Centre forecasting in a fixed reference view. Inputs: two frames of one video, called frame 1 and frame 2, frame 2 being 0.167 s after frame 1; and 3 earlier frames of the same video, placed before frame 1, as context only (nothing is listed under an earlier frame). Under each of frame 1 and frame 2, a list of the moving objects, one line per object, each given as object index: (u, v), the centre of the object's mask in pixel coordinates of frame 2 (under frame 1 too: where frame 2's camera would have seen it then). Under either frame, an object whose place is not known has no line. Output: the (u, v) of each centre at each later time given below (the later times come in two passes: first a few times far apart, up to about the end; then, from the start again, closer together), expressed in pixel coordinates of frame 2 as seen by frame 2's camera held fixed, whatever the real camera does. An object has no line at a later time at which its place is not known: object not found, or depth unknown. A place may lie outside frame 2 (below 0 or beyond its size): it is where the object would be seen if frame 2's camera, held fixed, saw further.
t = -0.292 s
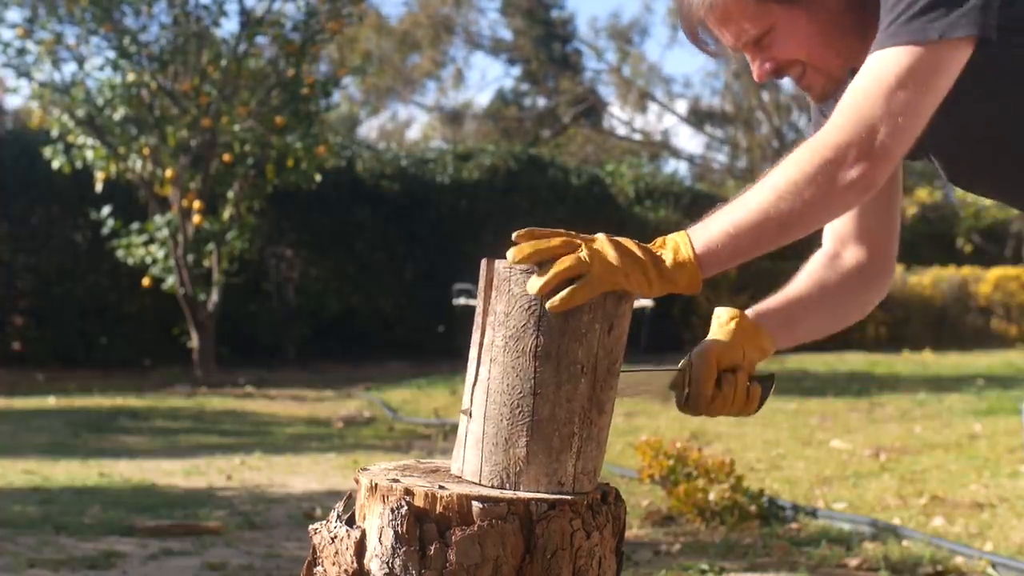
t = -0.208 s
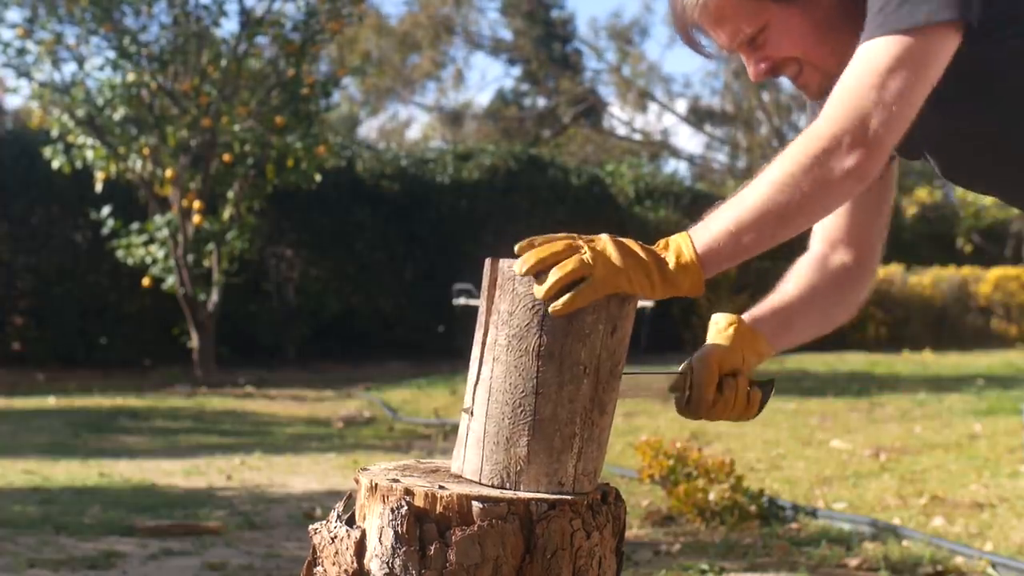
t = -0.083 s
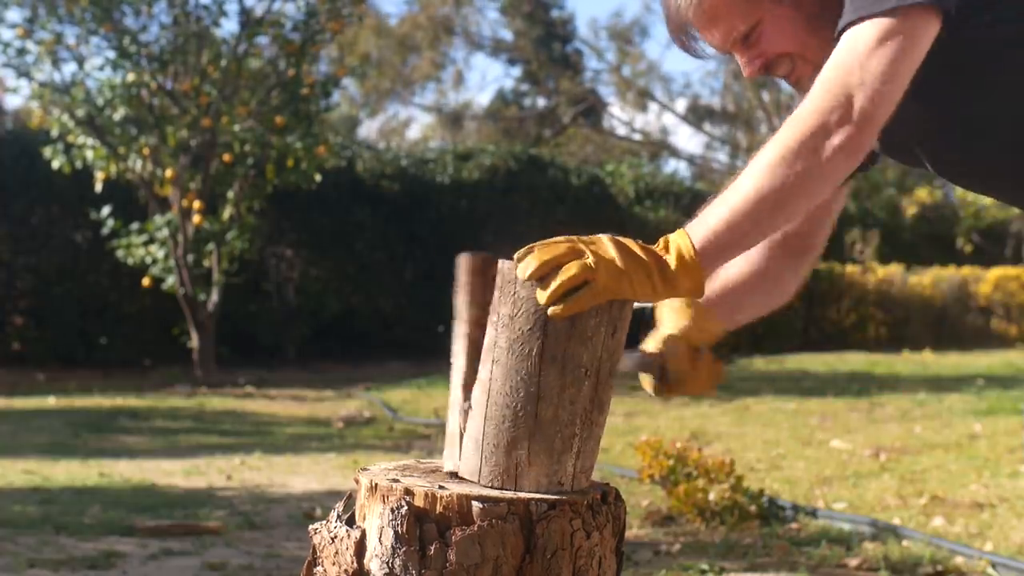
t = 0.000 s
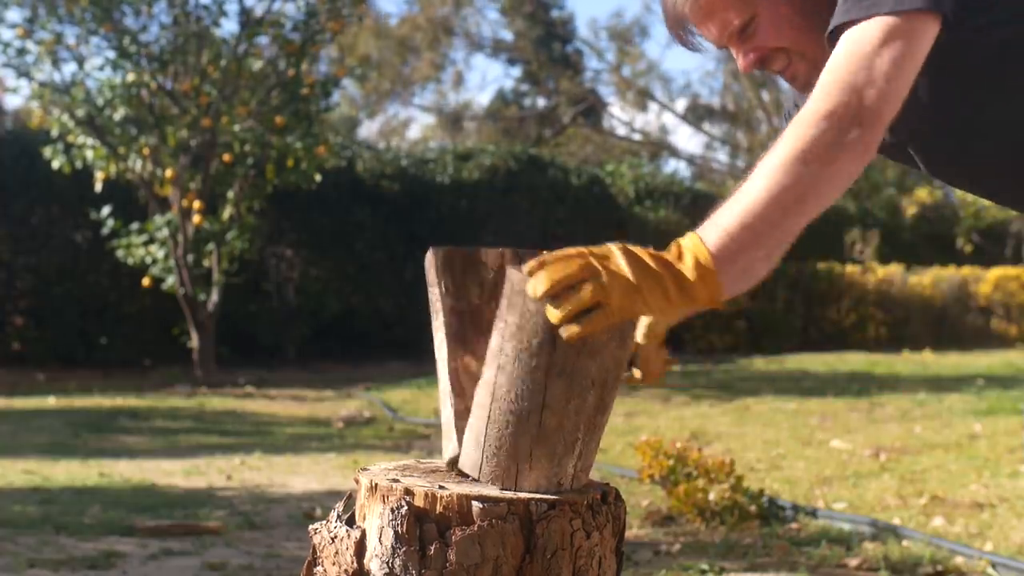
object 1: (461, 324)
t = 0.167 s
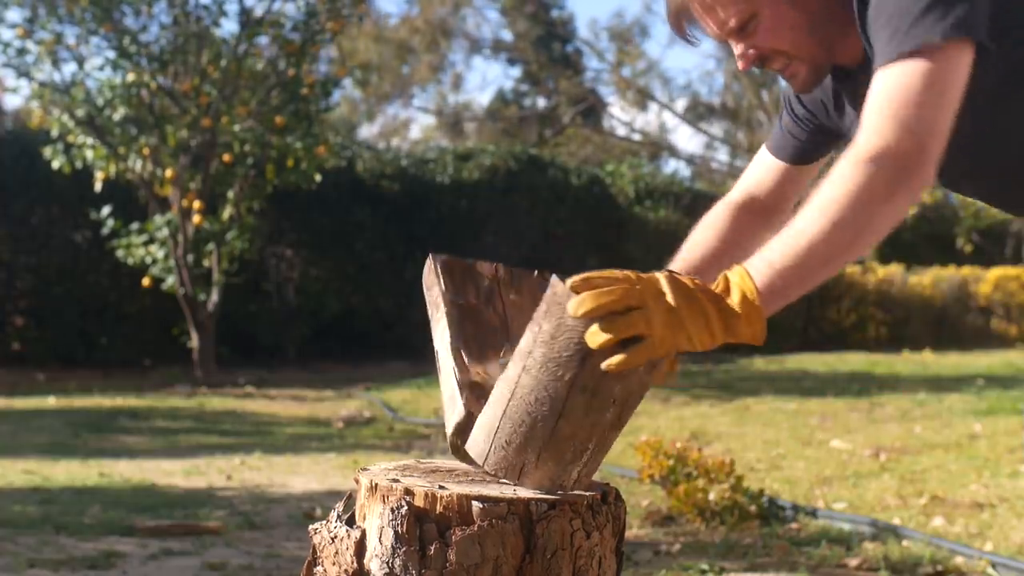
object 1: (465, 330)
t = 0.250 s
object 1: (471, 338)
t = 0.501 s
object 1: (439, 417)
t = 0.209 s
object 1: (464, 335)
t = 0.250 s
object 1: (471, 338)
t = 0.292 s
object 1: (458, 350)
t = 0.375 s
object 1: (449, 411)
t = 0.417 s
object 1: (448, 409)
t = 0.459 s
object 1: (447, 408)
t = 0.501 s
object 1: (439, 417)
